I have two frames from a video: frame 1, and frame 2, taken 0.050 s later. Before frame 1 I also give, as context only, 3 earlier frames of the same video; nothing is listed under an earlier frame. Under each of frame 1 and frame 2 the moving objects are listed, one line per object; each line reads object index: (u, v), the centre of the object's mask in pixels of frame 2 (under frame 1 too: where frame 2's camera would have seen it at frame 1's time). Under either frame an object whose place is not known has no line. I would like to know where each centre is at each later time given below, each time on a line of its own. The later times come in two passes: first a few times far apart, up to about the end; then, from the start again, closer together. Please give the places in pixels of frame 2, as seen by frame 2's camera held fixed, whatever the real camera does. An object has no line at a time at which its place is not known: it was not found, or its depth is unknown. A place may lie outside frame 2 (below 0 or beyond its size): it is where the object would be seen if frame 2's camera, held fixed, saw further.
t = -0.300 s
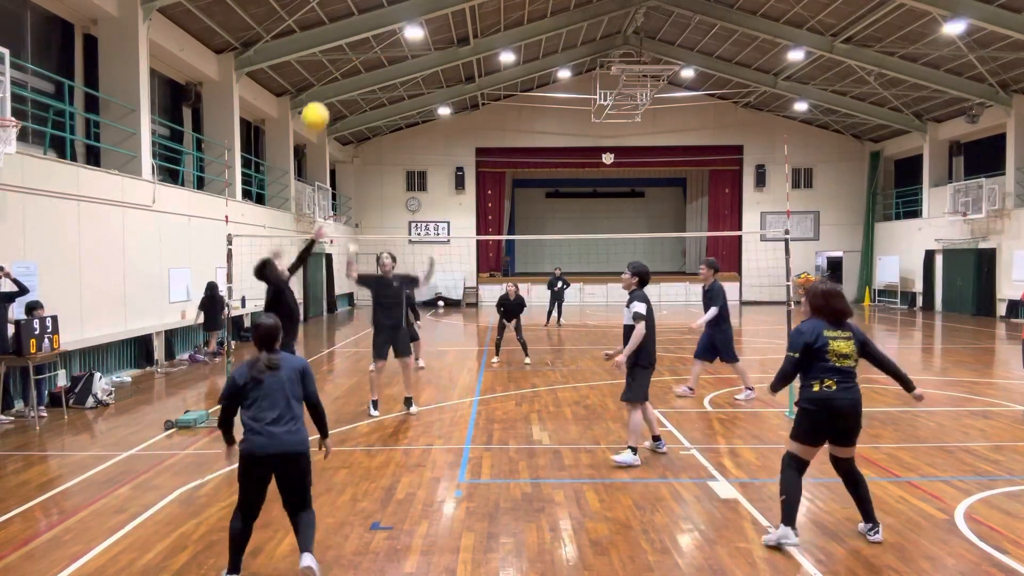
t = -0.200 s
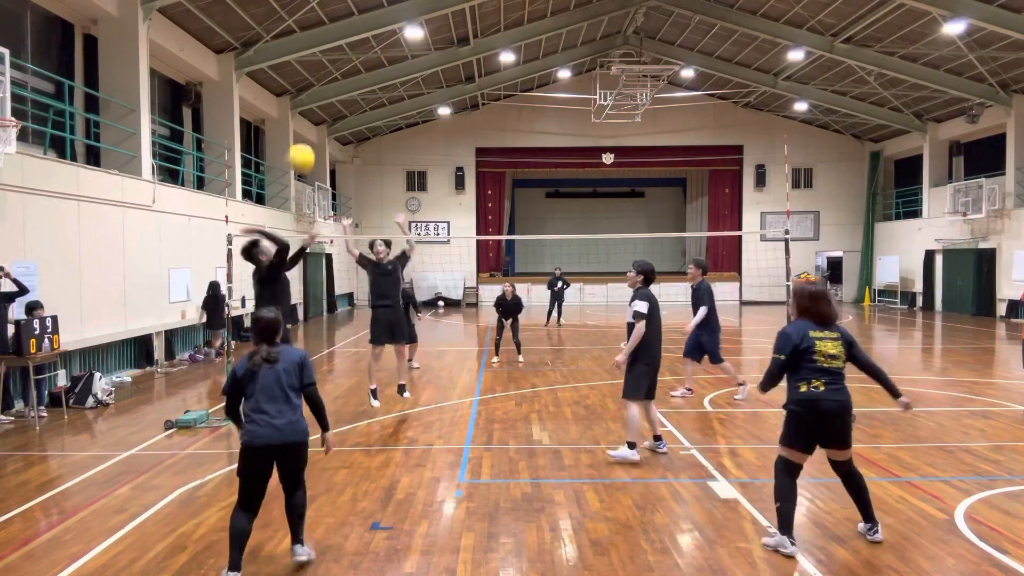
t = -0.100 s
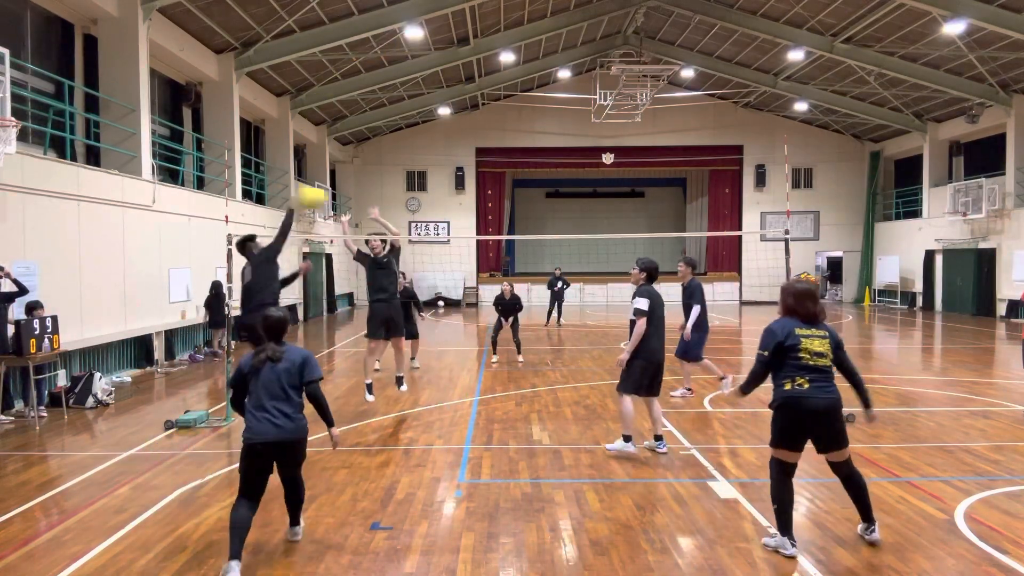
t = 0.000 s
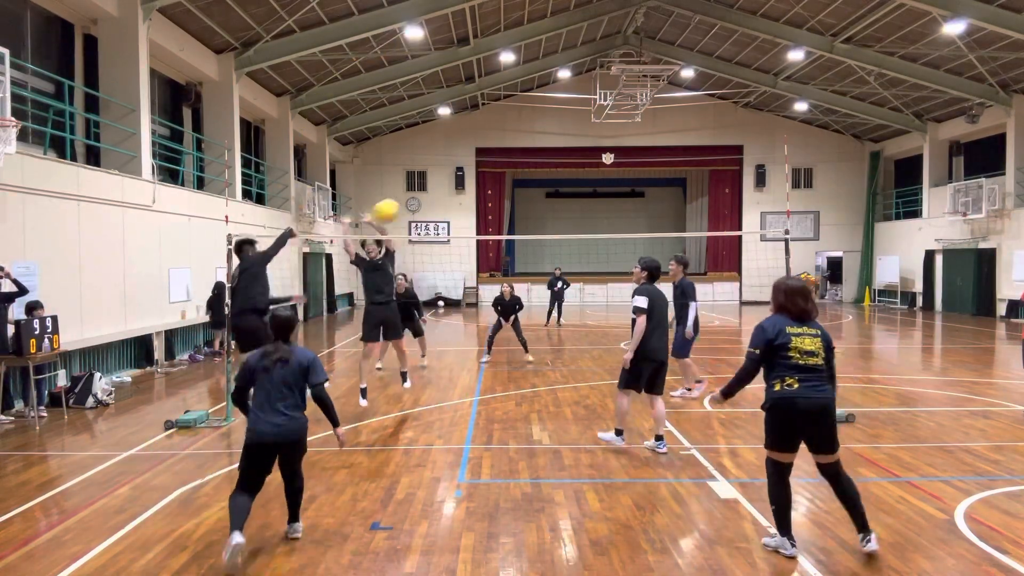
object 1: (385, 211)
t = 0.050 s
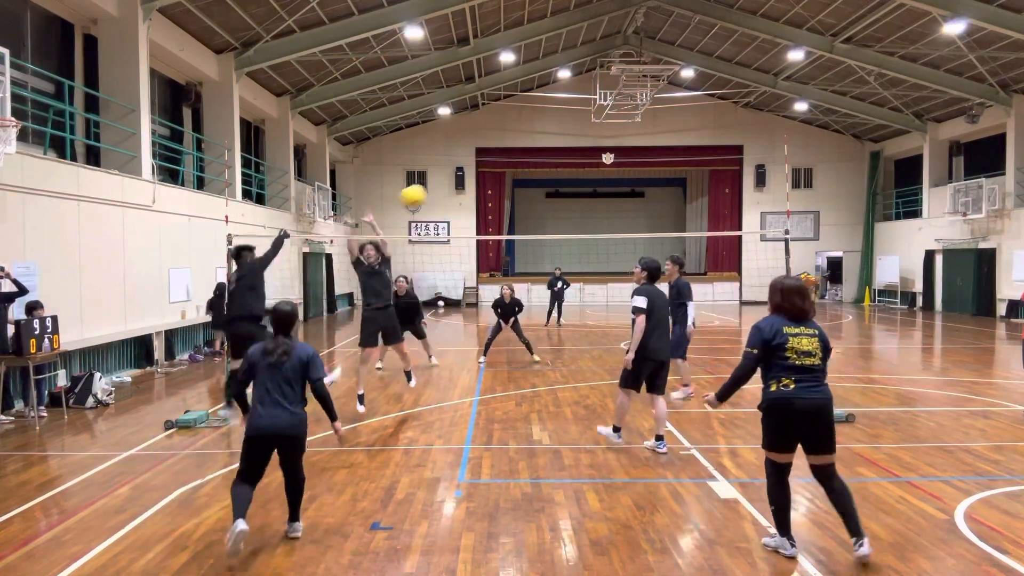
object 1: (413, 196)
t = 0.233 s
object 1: (512, 164)
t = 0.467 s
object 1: (632, 168)
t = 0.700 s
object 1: (741, 220)
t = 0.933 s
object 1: (847, 209)
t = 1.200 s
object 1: (976, 238)
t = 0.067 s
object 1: (422, 192)
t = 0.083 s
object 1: (432, 187)
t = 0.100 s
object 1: (441, 183)
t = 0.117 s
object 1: (451, 181)
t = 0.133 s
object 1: (458, 178)
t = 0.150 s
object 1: (469, 174)
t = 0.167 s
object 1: (478, 171)
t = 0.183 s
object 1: (486, 170)
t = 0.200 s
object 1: (494, 168)
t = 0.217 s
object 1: (503, 166)
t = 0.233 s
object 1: (512, 164)
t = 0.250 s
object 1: (521, 163)
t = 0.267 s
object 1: (529, 161)
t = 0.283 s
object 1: (538, 161)
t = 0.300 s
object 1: (547, 160)
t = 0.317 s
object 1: (556, 160)
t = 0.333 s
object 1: (564, 159)
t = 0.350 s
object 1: (573, 160)
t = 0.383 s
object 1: (589, 161)
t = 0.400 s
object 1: (598, 162)
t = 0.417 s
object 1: (607, 163)
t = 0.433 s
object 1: (616, 165)
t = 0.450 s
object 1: (624, 166)
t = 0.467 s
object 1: (632, 168)
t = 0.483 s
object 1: (640, 171)
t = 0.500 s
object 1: (649, 173)
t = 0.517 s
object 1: (657, 175)
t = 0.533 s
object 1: (665, 178)
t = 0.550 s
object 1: (673, 182)
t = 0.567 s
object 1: (681, 185)
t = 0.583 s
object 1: (688, 188)
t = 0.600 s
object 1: (696, 192)
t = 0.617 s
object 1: (704, 196)
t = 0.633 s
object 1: (712, 201)
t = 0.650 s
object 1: (720, 205)
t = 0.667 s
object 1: (727, 210)
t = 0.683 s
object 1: (733, 215)
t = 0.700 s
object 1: (741, 220)
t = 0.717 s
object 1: (749, 225)
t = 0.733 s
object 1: (757, 229)
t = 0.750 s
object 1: (764, 228)
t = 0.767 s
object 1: (770, 226)
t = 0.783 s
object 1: (777, 223)
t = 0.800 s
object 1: (785, 220)
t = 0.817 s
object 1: (792, 218)
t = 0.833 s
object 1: (801, 216)
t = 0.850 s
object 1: (808, 214)
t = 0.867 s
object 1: (816, 212)
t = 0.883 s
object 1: (823, 211)
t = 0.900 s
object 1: (832, 211)
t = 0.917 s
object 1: (839, 209)
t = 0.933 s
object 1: (847, 209)
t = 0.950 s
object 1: (855, 209)
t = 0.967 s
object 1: (863, 209)
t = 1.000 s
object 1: (879, 209)
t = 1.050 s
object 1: (902, 212)
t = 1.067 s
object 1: (910, 214)
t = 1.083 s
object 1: (918, 216)
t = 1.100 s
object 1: (926, 218)
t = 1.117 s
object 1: (934, 221)
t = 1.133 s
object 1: (943, 224)
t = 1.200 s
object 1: (976, 238)
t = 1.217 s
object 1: (983, 243)
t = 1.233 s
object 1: (990, 247)
